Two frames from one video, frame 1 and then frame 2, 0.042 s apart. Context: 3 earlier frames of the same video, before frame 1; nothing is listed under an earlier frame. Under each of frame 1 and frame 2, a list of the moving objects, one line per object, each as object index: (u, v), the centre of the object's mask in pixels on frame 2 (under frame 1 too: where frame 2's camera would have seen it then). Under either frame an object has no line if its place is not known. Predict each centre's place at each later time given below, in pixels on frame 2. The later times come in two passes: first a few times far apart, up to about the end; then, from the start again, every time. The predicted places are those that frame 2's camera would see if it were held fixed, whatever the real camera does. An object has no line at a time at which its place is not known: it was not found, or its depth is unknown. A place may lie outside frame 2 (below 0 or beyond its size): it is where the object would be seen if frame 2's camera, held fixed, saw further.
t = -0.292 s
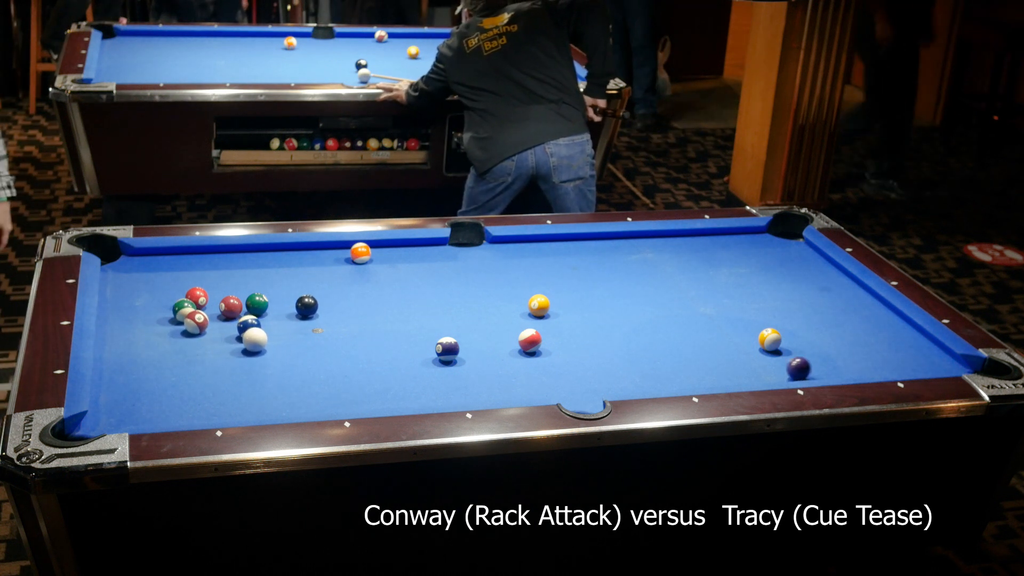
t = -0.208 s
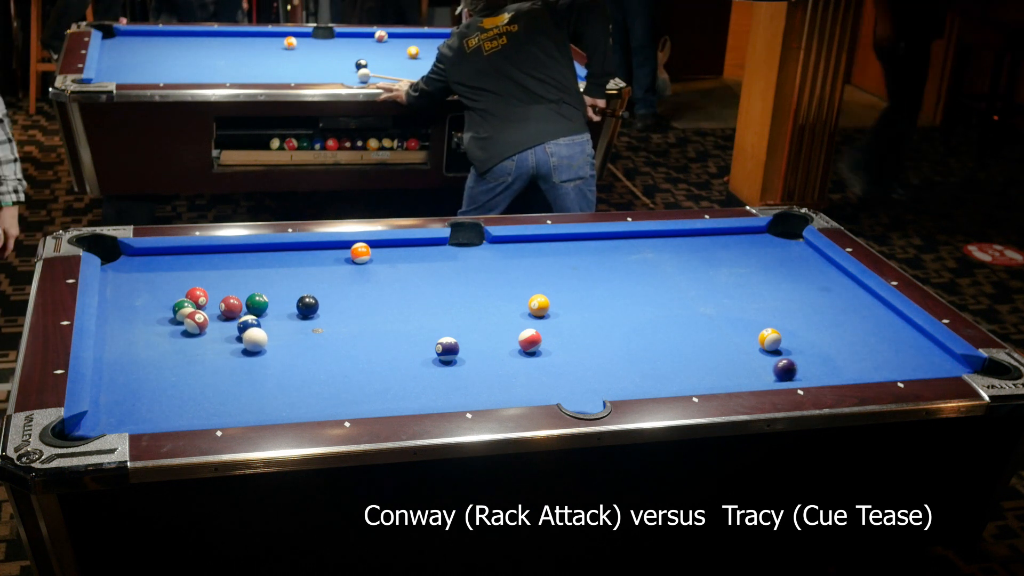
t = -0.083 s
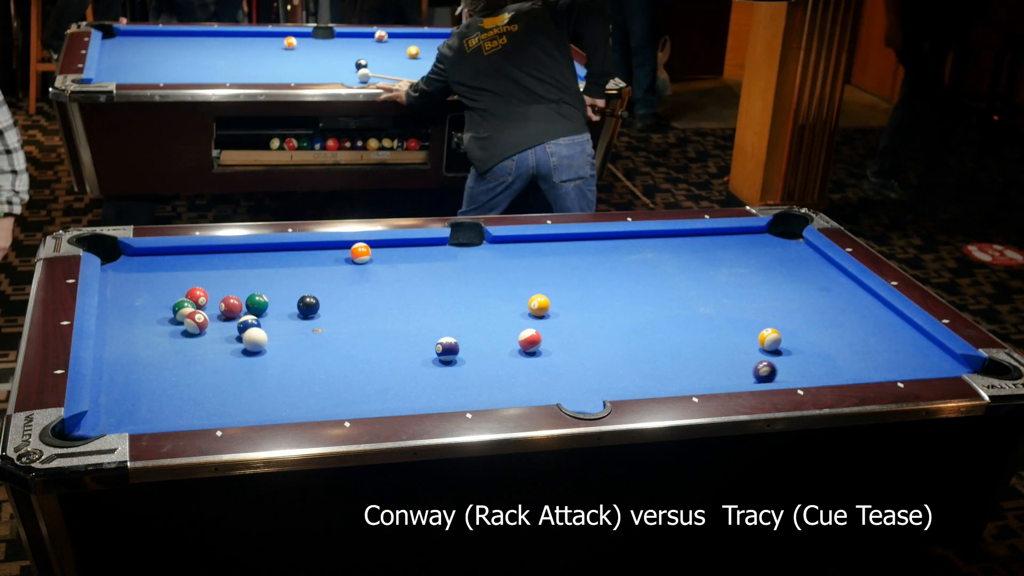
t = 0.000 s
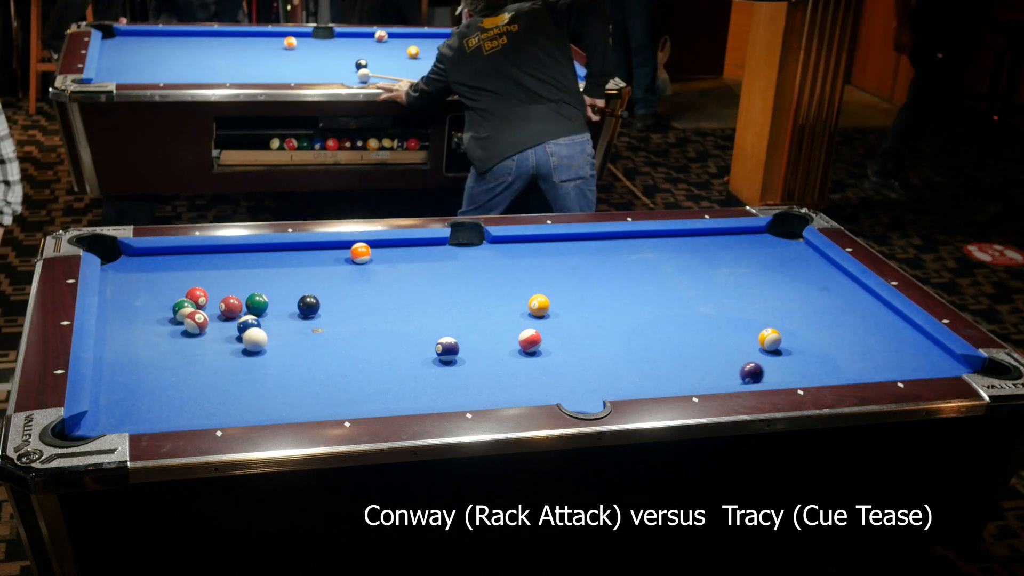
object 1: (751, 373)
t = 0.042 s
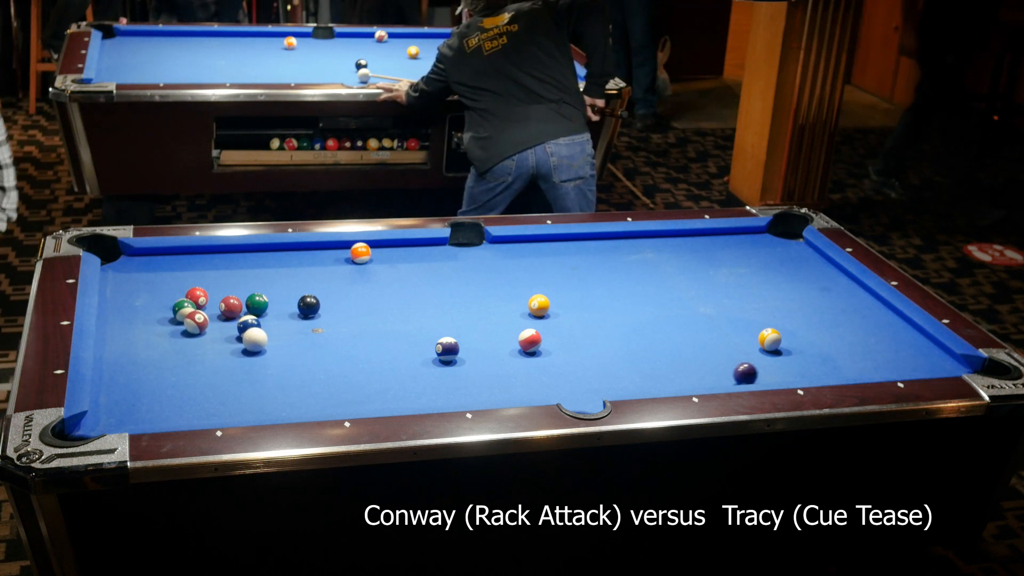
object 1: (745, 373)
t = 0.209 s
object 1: (720, 376)
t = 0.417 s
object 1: (690, 379)
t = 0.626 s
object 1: (662, 382)
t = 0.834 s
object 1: (635, 385)
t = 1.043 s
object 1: (611, 386)
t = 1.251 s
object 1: (589, 390)
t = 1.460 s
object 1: (569, 389)
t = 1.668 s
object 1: (552, 388)
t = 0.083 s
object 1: (739, 374)
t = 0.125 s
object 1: (732, 375)
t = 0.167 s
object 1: (726, 375)
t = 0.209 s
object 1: (720, 376)
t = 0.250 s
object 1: (714, 377)
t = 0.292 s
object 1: (708, 377)
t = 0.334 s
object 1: (702, 378)
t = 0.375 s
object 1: (696, 379)
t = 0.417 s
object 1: (690, 379)
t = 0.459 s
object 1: (684, 380)
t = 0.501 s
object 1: (678, 380)
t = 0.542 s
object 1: (672, 381)
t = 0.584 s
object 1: (667, 382)
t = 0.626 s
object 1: (662, 382)
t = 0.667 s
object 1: (656, 383)
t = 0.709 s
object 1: (651, 384)
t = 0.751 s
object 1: (646, 384)
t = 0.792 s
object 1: (640, 385)
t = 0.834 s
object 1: (635, 385)
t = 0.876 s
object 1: (630, 385)
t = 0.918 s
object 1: (625, 385)
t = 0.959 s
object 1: (620, 386)
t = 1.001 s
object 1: (615, 386)
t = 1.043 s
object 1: (611, 386)
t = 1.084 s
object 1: (606, 387)
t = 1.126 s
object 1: (601, 388)
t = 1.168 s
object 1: (597, 389)
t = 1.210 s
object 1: (593, 389)
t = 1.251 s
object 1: (589, 390)
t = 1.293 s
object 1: (585, 390)
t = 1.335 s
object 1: (581, 389)
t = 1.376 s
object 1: (577, 389)
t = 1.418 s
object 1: (573, 389)
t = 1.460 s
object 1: (569, 389)
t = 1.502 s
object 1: (565, 389)
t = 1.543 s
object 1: (562, 389)
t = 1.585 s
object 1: (559, 389)
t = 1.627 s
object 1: (555, 389)
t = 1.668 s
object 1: (552, 388)
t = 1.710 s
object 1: (549, 388)
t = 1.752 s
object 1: (546, 388)
